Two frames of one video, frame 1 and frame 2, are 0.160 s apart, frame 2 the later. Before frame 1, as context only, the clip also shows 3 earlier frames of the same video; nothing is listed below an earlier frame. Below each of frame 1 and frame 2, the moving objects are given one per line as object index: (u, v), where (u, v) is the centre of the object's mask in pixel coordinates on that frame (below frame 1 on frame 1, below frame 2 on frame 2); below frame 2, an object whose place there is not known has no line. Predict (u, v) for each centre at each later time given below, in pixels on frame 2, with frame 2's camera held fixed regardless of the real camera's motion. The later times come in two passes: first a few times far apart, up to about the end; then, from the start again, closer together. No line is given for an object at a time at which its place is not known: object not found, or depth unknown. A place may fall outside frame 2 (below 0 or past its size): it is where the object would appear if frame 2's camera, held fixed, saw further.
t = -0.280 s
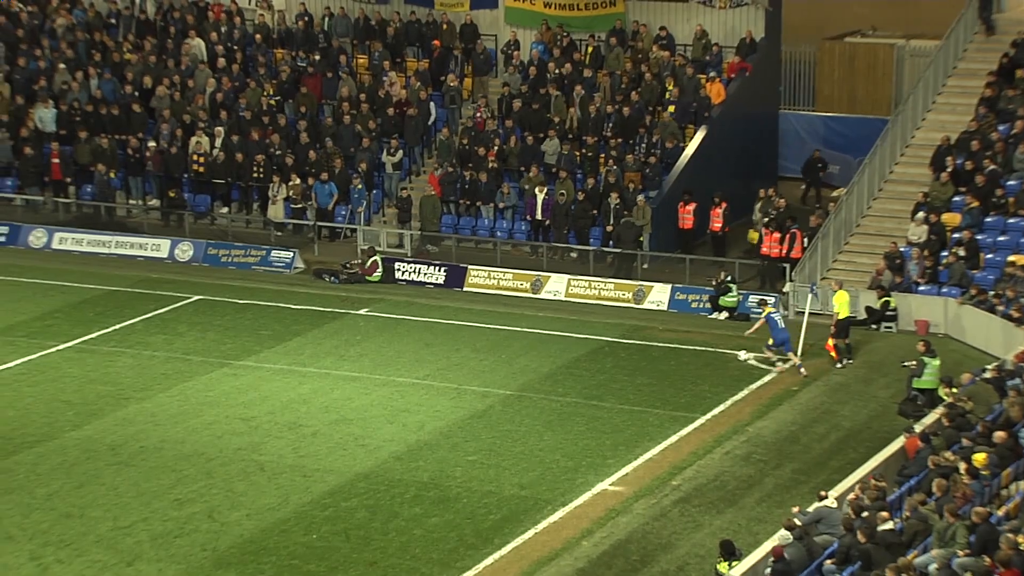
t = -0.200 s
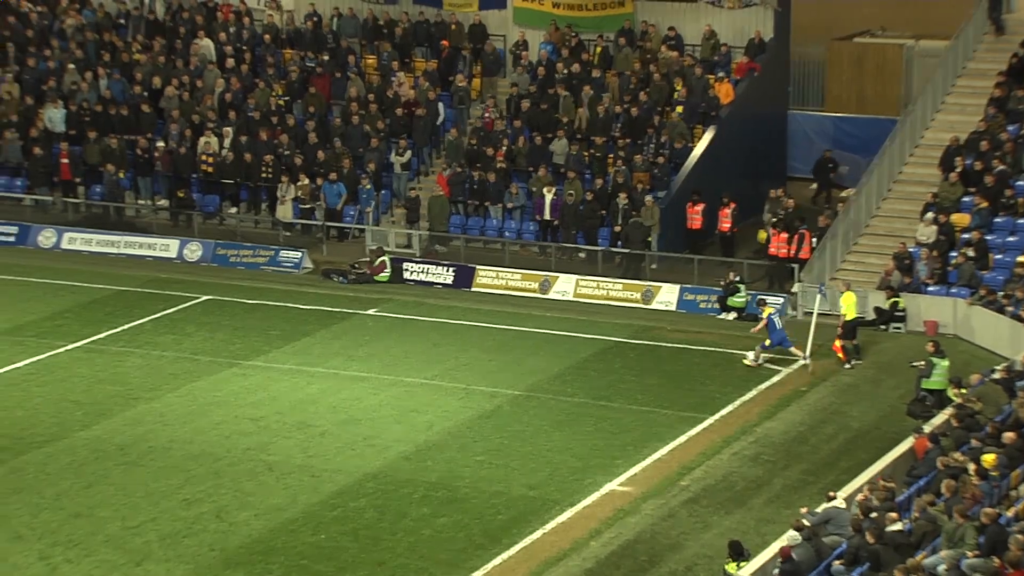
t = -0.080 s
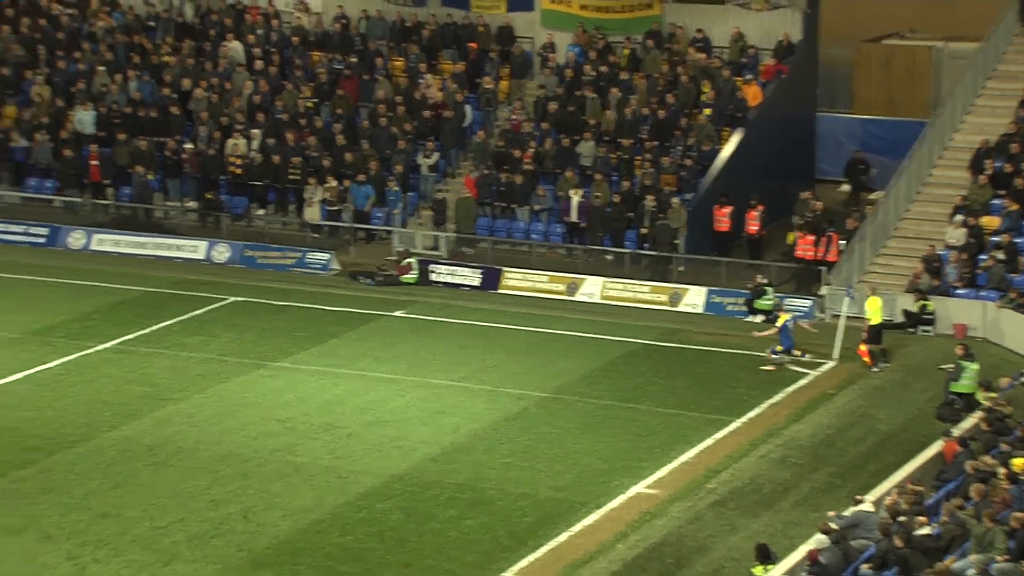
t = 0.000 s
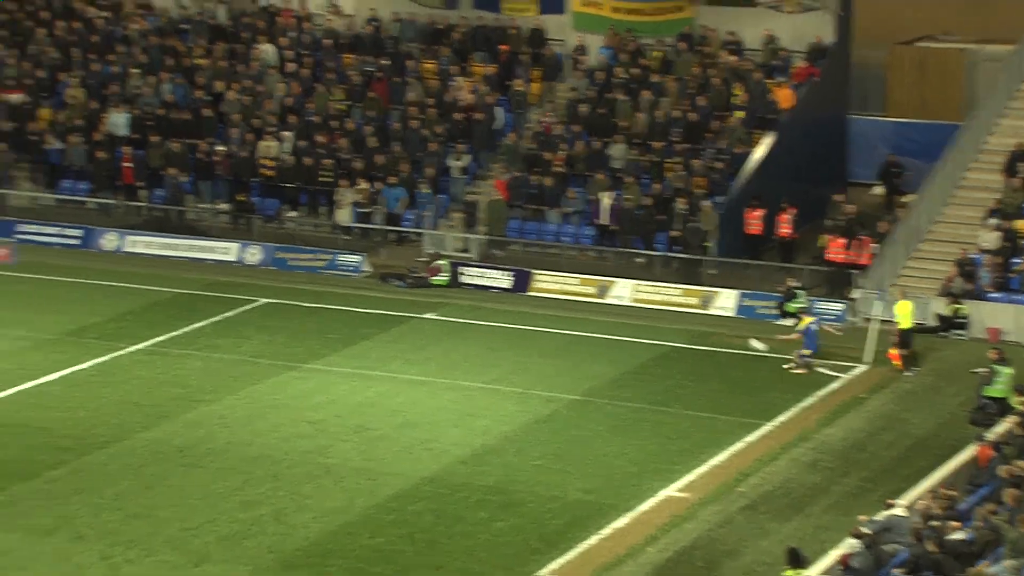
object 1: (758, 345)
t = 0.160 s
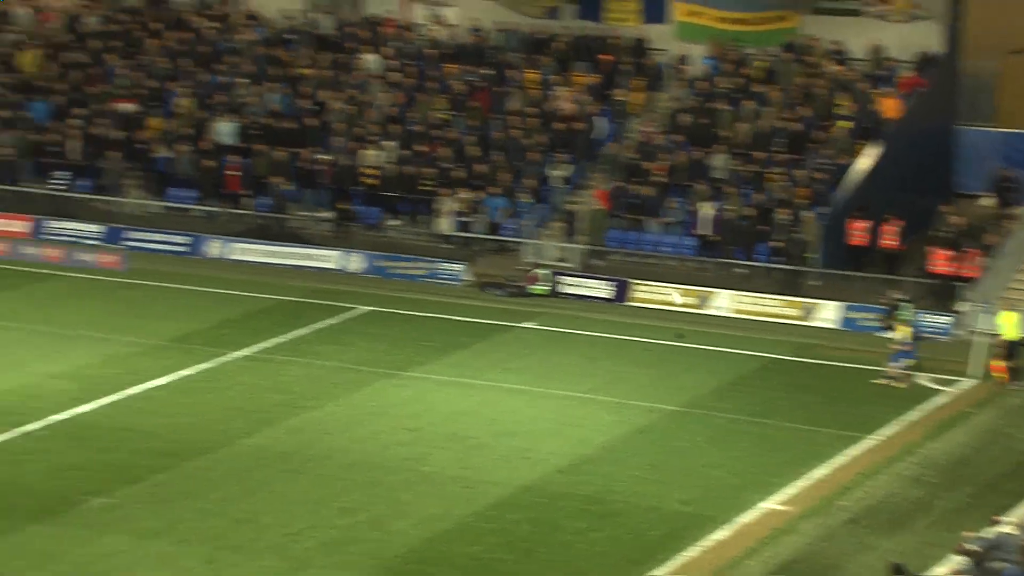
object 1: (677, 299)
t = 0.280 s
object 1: (553, 260)
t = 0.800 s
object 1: (91, 142)
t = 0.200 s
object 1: (634, 285)
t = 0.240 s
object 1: (593, 272)
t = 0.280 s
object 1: (553, 260)
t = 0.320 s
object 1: (513, 248)
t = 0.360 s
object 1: (475, 236)
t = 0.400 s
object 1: (437, 225)
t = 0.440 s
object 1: (400, 214)
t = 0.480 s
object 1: (364, 204)
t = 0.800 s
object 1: (91, 142)
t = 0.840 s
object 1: (58, 136)
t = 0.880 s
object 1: (27, 131)
